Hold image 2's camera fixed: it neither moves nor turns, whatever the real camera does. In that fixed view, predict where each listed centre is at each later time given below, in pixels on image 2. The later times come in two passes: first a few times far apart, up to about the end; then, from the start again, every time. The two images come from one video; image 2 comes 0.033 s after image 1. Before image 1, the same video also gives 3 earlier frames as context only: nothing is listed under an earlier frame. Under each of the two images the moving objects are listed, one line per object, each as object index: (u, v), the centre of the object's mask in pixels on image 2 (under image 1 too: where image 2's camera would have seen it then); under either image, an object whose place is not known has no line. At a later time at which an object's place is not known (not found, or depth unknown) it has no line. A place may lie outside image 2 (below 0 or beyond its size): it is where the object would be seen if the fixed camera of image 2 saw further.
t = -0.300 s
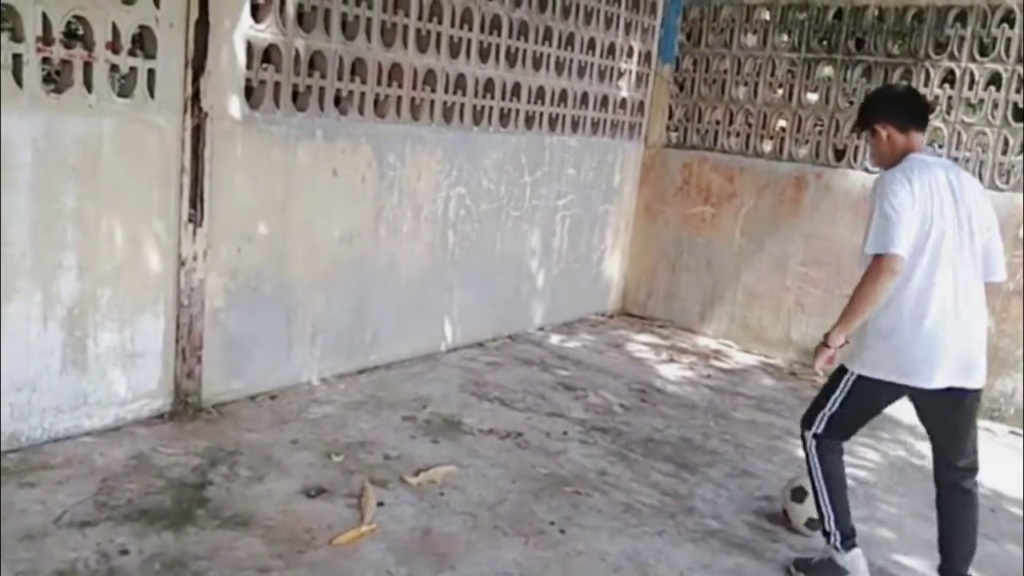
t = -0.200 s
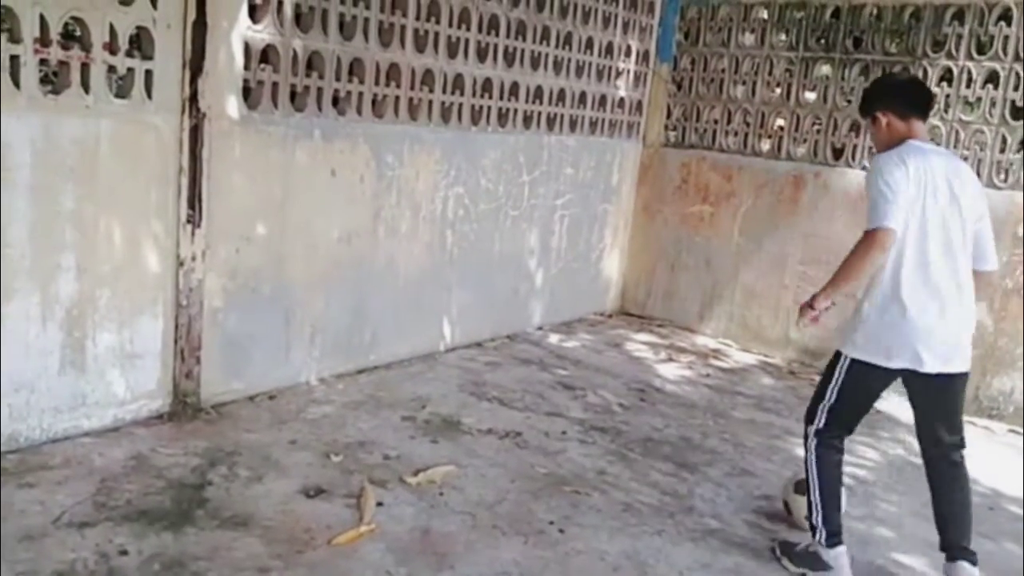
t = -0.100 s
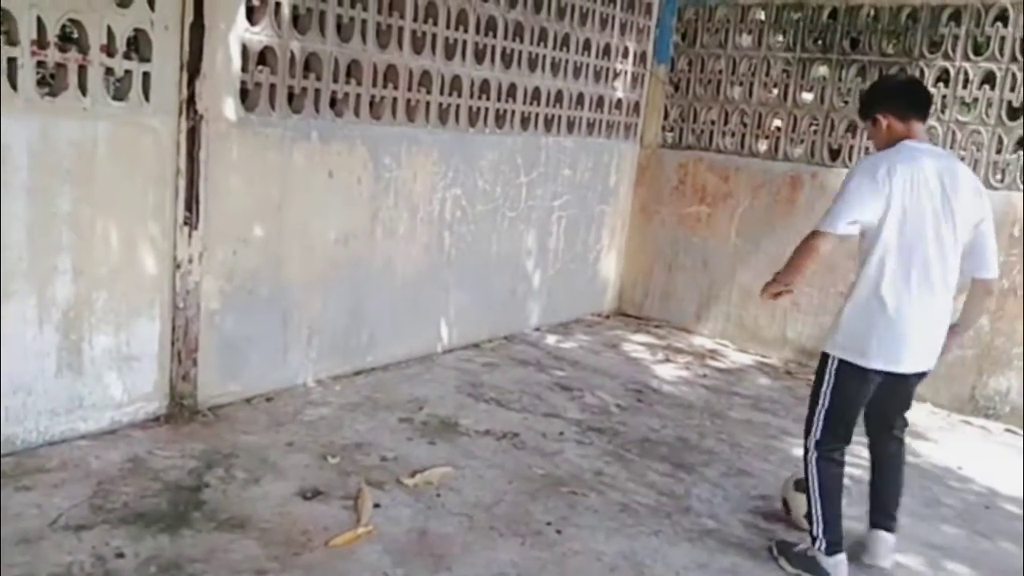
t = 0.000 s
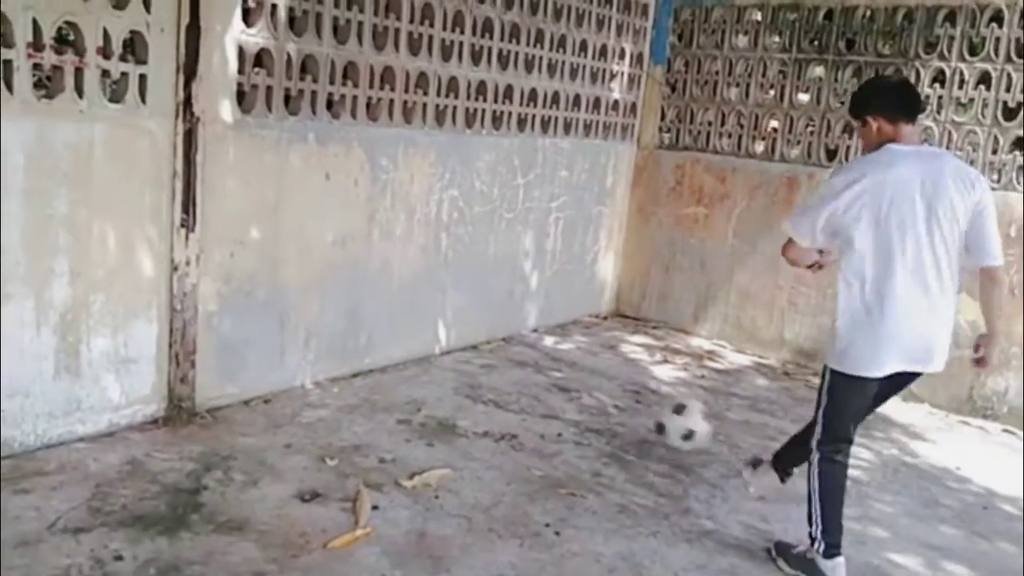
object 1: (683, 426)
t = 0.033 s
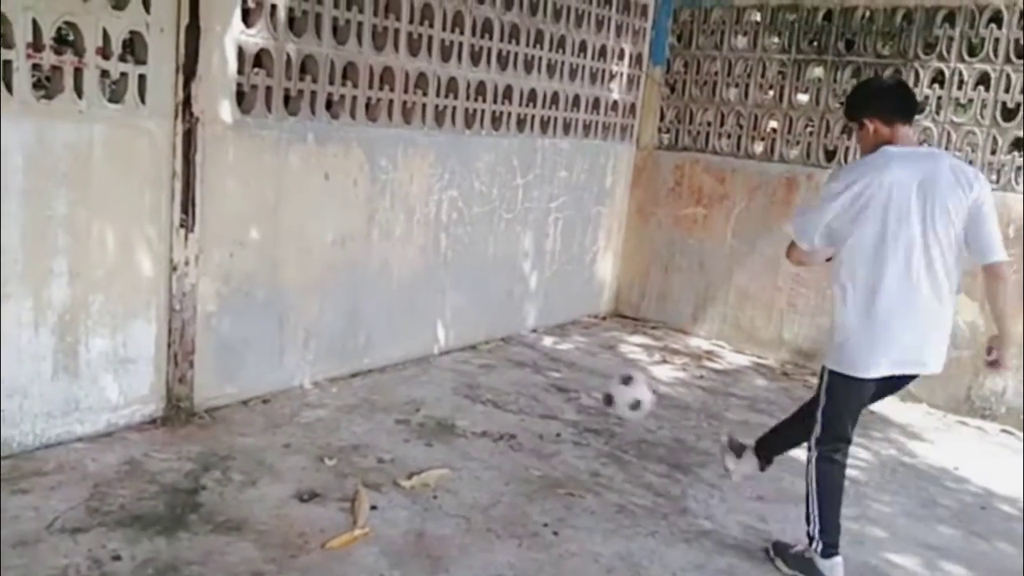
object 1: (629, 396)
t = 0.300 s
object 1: (448, 337)
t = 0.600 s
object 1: (621, 421)
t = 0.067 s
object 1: (580, 370)
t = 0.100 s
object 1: (534, 351)
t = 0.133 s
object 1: (489, 334)
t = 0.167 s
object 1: (447, 321)
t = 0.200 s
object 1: (408, 311)
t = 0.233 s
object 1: (406, 314)
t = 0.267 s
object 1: (427, 326)
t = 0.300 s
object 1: (448, 337)
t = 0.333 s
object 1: (470, 355)
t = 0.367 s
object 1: (493, 377)
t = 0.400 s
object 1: (515, 402)
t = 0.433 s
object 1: (537, 413)
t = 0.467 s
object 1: (553, 410)
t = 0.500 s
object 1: (569, 410)
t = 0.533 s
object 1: (584, 410)
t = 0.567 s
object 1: (603, 415)
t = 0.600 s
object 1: (621, 421)
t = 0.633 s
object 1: (639, 432)
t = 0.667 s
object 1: (659, 447)
